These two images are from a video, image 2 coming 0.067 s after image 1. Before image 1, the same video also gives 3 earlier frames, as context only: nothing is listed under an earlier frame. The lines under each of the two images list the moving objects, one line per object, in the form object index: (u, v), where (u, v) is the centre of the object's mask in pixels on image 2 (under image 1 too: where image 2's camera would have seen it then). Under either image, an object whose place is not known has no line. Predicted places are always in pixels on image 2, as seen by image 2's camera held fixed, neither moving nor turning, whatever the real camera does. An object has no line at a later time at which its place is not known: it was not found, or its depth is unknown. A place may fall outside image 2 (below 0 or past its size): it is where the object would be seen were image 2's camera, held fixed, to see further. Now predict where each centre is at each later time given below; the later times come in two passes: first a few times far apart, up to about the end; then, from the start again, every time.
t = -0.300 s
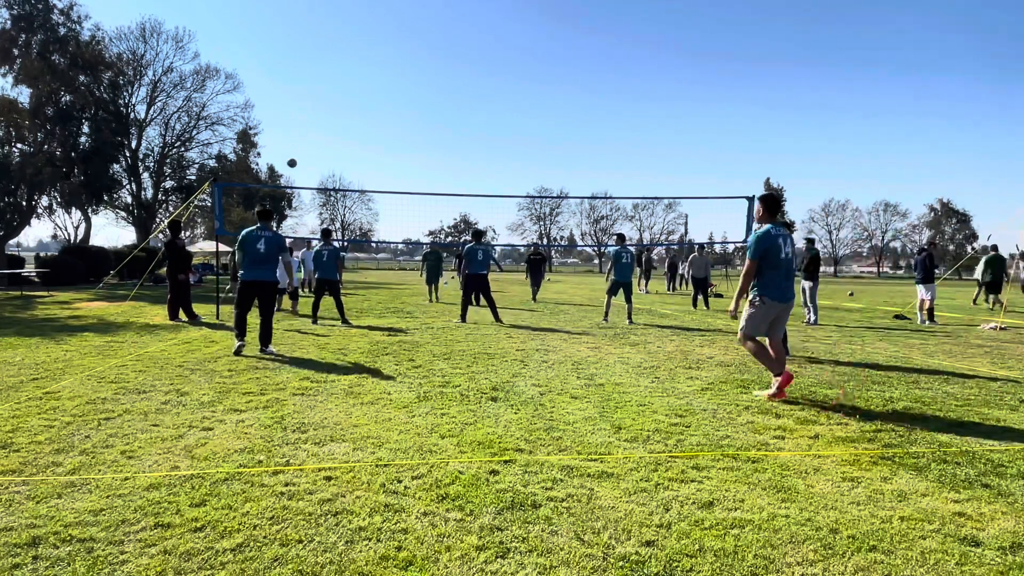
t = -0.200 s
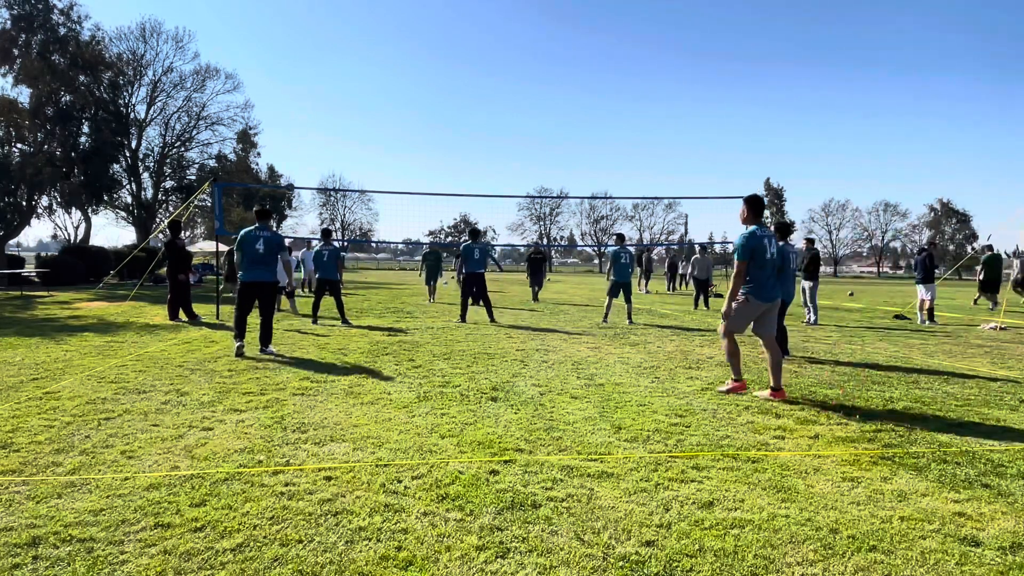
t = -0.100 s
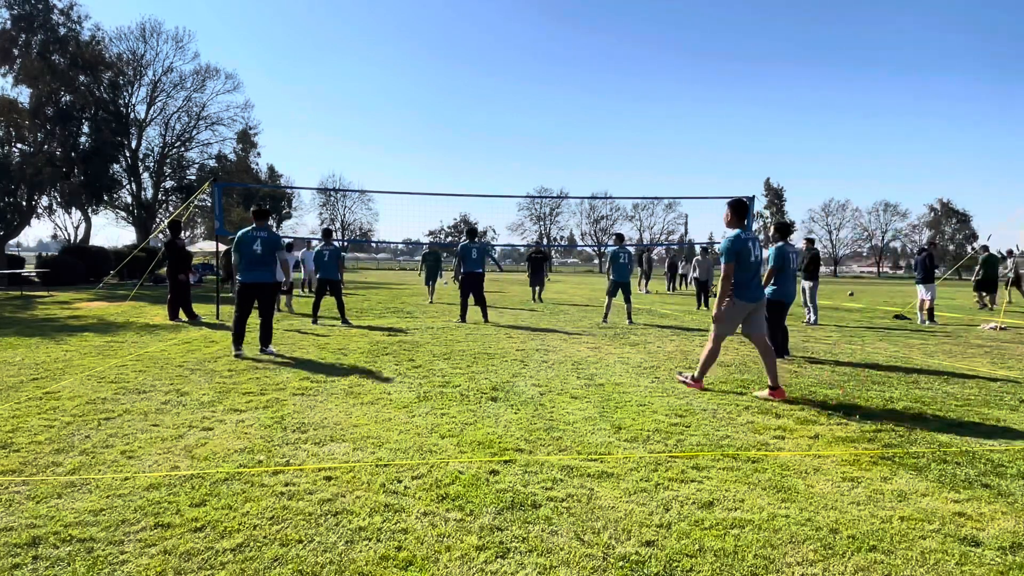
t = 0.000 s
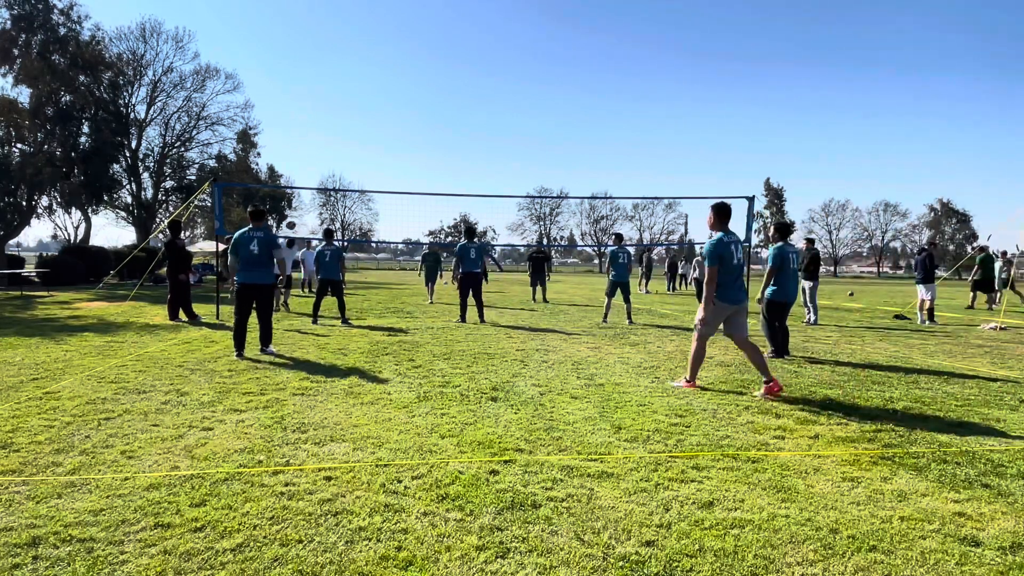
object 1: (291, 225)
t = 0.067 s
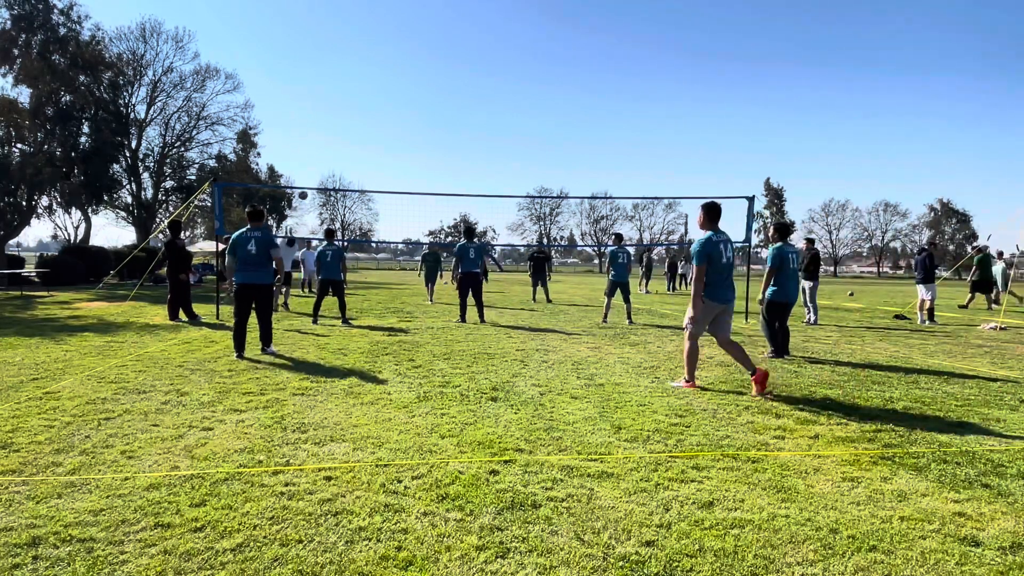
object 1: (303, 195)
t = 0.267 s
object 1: (340, 117)
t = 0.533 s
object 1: (388, 43)
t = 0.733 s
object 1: (424, 10)
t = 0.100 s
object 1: (309, 181)
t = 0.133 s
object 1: (315, 167)
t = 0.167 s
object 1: (321, 154)
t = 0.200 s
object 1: (327, 141)
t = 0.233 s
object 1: (334, 129)
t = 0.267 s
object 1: (340, 117)
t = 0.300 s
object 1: (346, 106)
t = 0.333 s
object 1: (352, 95)
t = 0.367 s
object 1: (358, 85)
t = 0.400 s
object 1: (364, 76)
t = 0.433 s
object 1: (370, 67)
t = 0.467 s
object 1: (376, 58)
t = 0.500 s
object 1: (382, 50)
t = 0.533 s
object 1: (388, 43)
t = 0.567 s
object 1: (394, 36)
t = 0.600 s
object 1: (400, 30)
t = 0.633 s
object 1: (406, 24)
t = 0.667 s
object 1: (412, 19)
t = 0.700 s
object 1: (418, 14)
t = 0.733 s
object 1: (424, 10)
